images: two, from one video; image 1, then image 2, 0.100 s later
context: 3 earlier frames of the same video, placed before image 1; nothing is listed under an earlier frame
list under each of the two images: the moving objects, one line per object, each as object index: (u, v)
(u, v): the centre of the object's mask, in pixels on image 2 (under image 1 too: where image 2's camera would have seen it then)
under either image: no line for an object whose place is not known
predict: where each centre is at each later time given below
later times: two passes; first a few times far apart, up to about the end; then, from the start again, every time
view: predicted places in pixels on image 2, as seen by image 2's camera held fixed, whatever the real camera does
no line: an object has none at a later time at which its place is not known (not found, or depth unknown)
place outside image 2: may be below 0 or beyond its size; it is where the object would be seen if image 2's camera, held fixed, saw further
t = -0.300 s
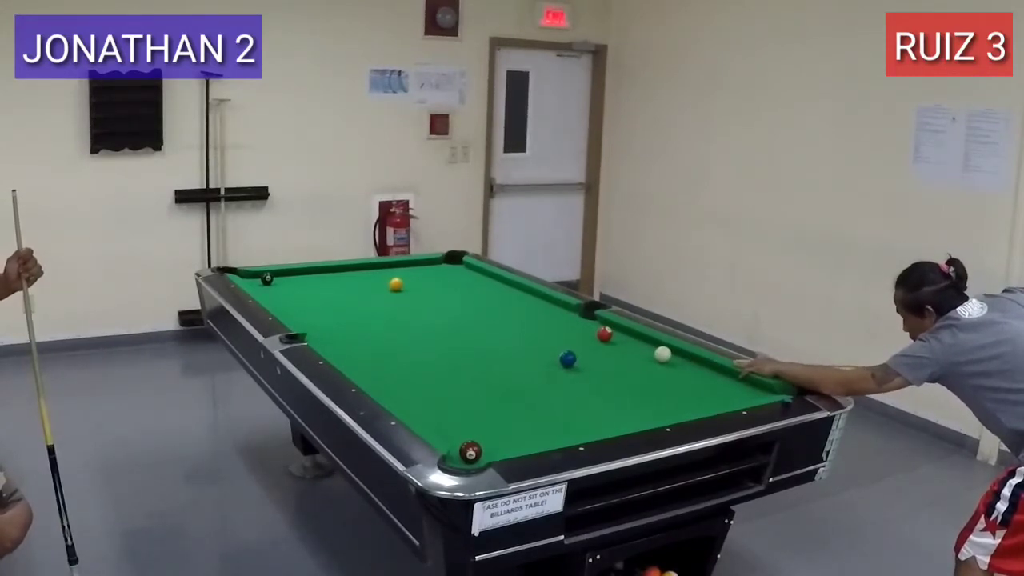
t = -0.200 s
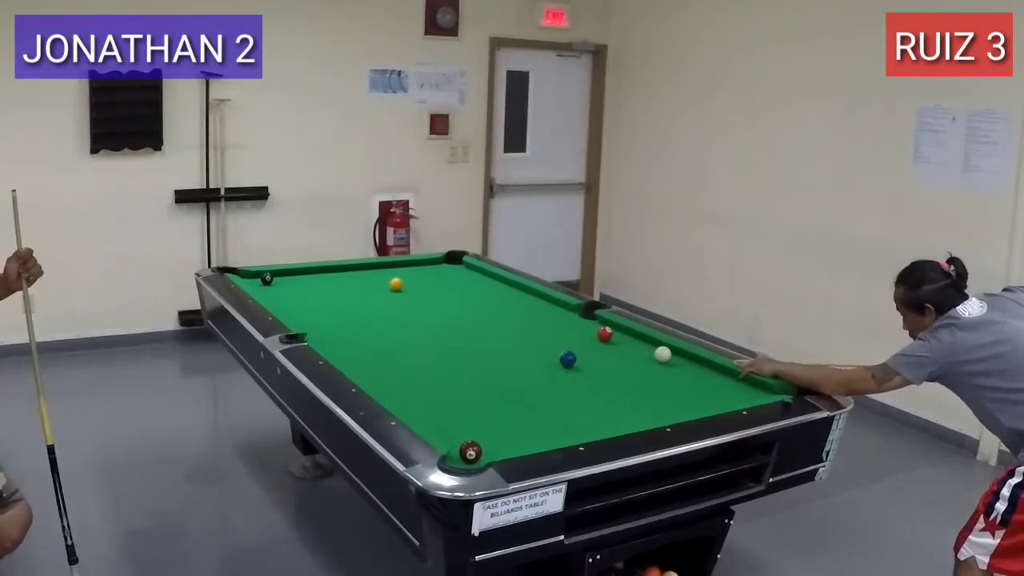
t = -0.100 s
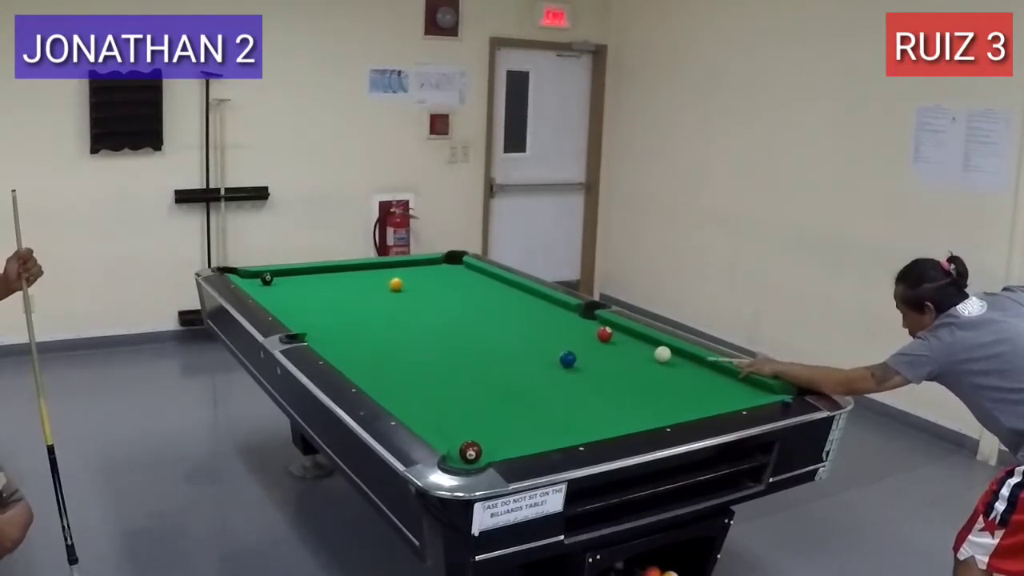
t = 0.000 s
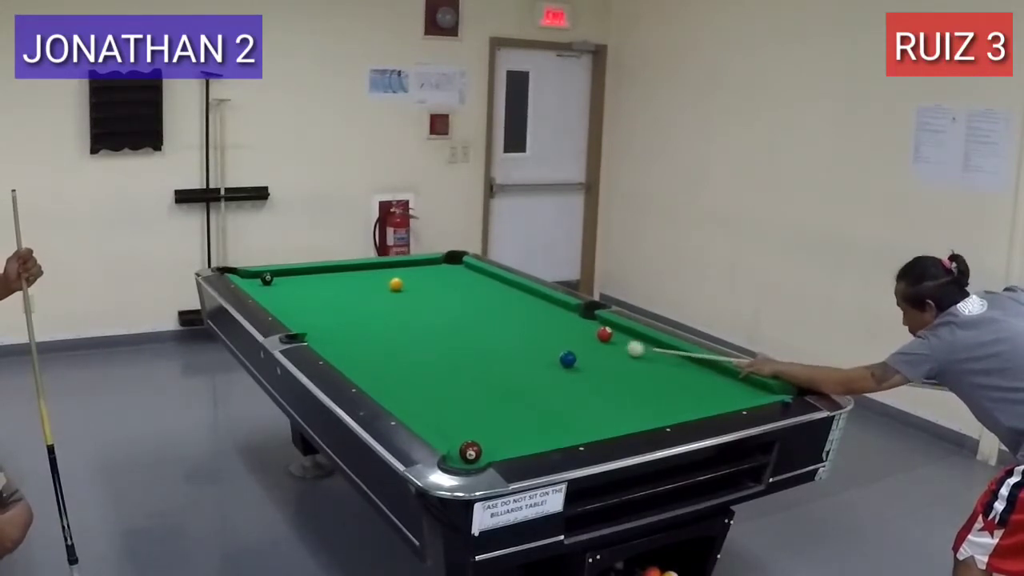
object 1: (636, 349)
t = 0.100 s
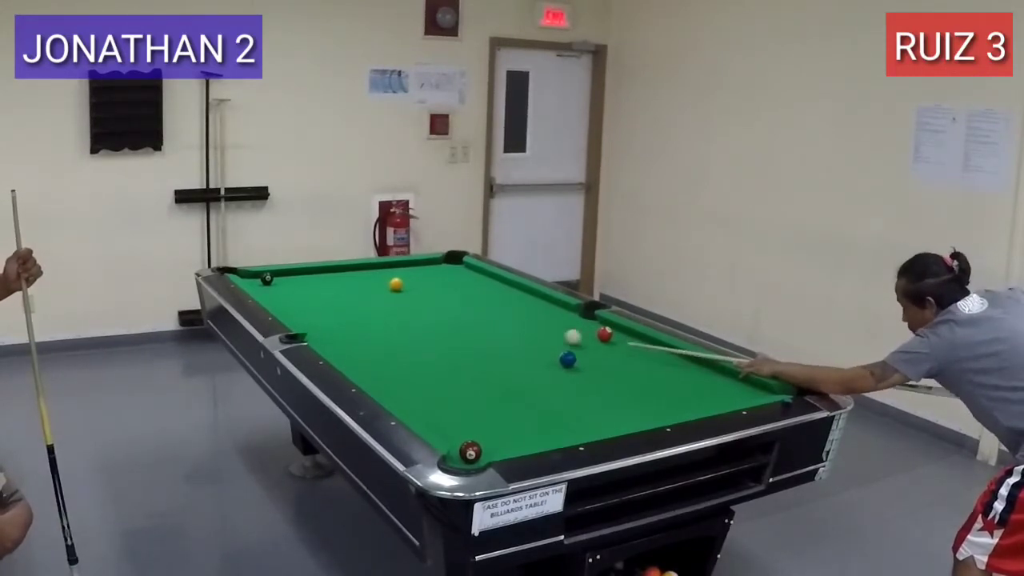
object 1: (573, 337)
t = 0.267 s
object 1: (487, 321)
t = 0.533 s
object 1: (370, 298)
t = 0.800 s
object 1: (279, 278)
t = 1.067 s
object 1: (291, 275)
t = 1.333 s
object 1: (313, 281)
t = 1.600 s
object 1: (334, 287)
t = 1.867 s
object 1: (355, 293)
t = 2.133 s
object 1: (375, 298)
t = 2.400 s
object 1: (395, 304)
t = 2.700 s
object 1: (418, 310)
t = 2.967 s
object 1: (436, 314)
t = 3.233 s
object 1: (454, 319)
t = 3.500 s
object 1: (471, 323)
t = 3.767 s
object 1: (486, 327)
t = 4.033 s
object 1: (500, 331)
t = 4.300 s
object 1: (512, 334)
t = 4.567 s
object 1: (523, 336)
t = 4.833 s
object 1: (532, 338)
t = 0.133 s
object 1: (554, 334)
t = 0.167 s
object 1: (537, 331)
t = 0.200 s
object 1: (520, 328)
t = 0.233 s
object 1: (504, 324)
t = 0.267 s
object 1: (487, 321)
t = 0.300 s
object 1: (471, 318)
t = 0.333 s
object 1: (456, 315)
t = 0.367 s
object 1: (440, 312)
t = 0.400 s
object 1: (426, 309)
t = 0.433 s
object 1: (411, 306)
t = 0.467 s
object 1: (397, 303)
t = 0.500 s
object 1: (383, 300)
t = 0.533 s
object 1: (370, 298)
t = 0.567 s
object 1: (357, 295)
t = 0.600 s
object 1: (344, 292)
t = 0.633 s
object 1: (331, 290)
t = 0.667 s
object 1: (319, 287)
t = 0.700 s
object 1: (307, 285)
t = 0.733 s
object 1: (296, 282)
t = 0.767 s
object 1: (284, 280)
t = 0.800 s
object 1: (279, 278)
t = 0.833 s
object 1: (280, 276)
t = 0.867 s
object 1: (281, 275)
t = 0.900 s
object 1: (280, 273)
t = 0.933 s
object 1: (280, 272)
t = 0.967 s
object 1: (283, 273)
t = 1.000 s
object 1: (286, 274)
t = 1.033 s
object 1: (288, 275)
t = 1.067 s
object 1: (291, 275)
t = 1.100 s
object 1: (294, 276)
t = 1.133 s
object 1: (296, 277)
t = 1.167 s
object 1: (299, 278)
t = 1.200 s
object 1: (302, 278)
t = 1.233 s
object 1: (304, 279)
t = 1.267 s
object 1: (307, 280)
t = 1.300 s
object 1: (309, 281)
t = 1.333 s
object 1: (313, 281)
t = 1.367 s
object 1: (315, 282)
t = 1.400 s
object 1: (318, 283)
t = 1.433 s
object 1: (321, 284)
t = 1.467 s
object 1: (323, 284)
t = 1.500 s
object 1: (325, 285)
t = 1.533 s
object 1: (328, 286)
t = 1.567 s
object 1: (331, 287)
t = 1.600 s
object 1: (334, 287)
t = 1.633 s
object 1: (336, 288)
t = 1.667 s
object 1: (339, 289)
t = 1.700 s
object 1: (342, 289)
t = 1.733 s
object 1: (344, 290)
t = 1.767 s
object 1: (347, 291)
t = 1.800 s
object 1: (350, 291)
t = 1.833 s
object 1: (353, 292)
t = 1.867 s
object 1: (355, 293)
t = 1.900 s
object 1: (358, 294)
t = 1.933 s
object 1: (360, 294)
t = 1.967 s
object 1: (363, 295)
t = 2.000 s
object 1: (365, 296)
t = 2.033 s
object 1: (368, 296)
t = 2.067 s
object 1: (371, 297)
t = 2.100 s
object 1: (373, 298)
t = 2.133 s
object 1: (375, 298)
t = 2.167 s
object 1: (378, 299)
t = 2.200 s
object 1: (380, 300)
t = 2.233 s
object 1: (383, 301)
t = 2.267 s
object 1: (385, 301)
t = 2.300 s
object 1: (388, 302)
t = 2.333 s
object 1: (390, 302)
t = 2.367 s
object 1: (393, 303)
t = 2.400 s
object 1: (395, 304)
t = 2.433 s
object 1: (398, 304)
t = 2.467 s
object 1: (400, 305)
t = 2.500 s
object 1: (403, 306)
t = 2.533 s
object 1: (406, 307)
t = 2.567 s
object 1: (408, 307)
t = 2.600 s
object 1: (410, 308)
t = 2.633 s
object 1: (413, 308)
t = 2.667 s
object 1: (415, 309)
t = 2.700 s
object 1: (418, 310)
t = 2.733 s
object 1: (420, 310)
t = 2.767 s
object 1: (422, 311)
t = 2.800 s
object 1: (424, 312)
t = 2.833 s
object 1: (426, 312)
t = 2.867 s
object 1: (429, 313)
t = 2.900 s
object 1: (432, 313)
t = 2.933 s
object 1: (434, 314)
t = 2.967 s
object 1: (436, 314)
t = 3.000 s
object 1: (438, 315)
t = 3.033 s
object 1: (441, 316)
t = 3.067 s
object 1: (443, 316)
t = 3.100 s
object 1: (445, 317)
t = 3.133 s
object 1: (447, 317)
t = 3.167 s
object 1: (449, 318)
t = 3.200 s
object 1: (452, 319)
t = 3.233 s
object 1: (454, 319)
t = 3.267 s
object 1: (456, 320)
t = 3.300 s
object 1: (458, 320)
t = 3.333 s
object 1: (460, 321)
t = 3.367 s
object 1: (462, 321)
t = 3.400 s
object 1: (464, 322)
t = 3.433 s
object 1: (467, 322)
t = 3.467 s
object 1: (468, 323)
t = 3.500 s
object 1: (471, 323)
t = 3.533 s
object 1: (473, 324)
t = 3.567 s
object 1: (475, 324)
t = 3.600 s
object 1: (476, 325)
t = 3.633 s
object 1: (478, 325)
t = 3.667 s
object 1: (481, 326)
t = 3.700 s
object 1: (482, 326)
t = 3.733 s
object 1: (484, 327)
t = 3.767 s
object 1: (486, 327)
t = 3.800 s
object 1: (488, 327)
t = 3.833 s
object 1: (489, 328)
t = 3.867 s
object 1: (491, 329)
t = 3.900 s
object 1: (493, 329)
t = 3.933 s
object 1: (495, 329)
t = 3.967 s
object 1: (497, 330)
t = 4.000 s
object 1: (498, 330)
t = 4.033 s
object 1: (500, 331)
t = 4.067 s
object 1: (502, 331)
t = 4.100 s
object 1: (503, 331)
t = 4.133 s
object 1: (504, 332)
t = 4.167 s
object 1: (506, 332)
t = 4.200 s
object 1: (507, 332)
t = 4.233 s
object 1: (509, 333)
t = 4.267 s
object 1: (511, 333)
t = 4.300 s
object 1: (512, 334)
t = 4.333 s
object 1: (513, 334)
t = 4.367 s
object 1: (515, 334)
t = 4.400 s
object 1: (516, 335)
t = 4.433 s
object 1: (517, 335)
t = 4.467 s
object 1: (519, 335)
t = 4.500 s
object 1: (520, 335)
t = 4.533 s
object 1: (522, 336)
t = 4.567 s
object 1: (523, 336)
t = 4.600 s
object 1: (524, 336)
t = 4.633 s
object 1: (525, 336)
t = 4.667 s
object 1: (526, 337)
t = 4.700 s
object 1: (528, 337)
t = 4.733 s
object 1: (529, 337)
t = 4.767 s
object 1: (530, 337)
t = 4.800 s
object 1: (531, 337)
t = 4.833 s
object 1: (532, 338)
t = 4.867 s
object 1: (533, 338)
